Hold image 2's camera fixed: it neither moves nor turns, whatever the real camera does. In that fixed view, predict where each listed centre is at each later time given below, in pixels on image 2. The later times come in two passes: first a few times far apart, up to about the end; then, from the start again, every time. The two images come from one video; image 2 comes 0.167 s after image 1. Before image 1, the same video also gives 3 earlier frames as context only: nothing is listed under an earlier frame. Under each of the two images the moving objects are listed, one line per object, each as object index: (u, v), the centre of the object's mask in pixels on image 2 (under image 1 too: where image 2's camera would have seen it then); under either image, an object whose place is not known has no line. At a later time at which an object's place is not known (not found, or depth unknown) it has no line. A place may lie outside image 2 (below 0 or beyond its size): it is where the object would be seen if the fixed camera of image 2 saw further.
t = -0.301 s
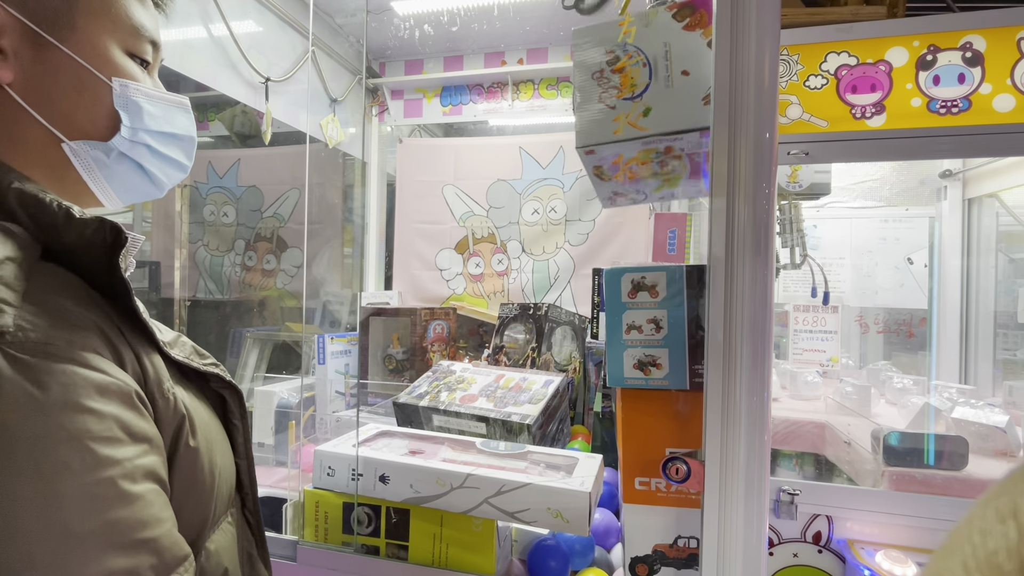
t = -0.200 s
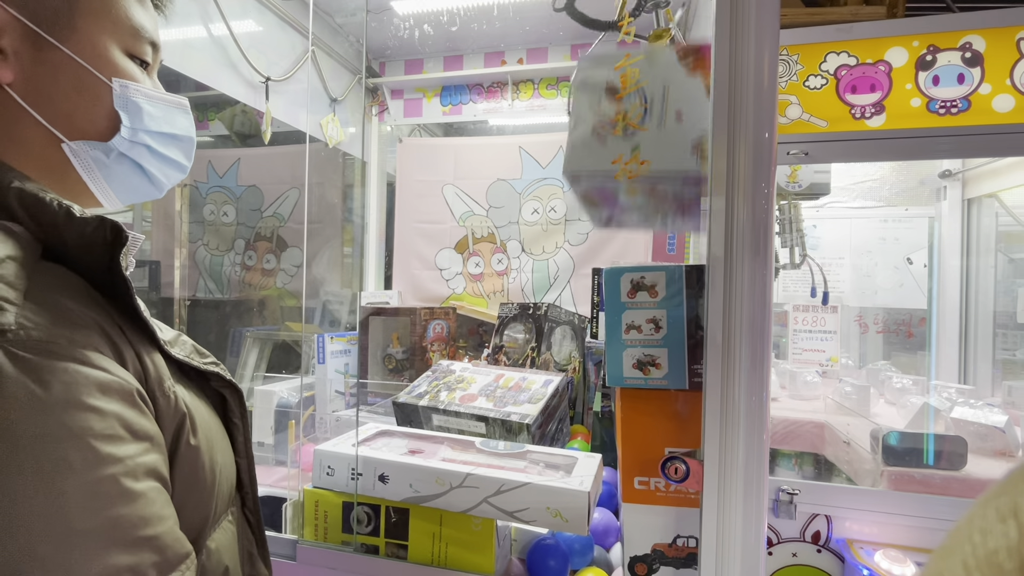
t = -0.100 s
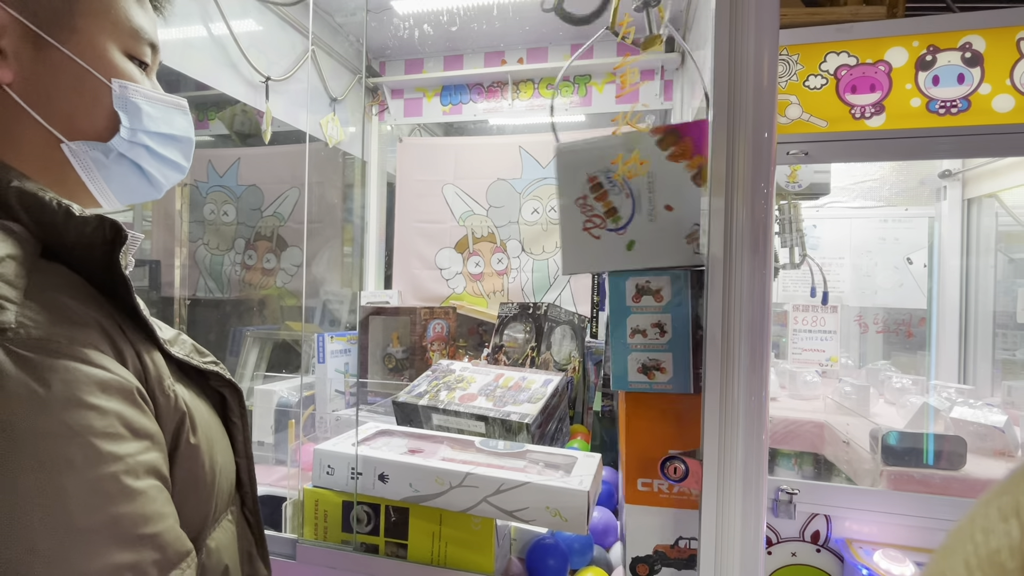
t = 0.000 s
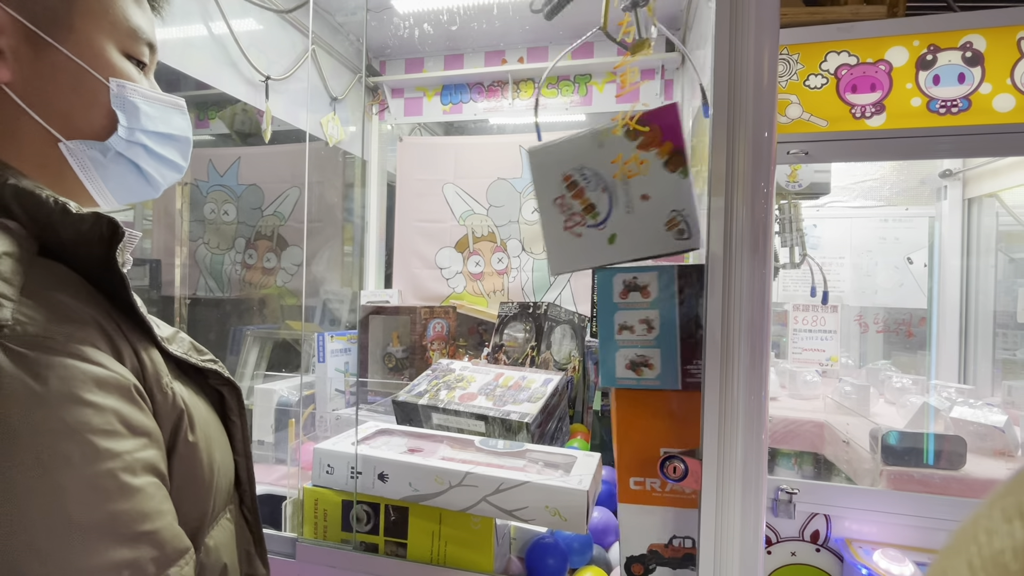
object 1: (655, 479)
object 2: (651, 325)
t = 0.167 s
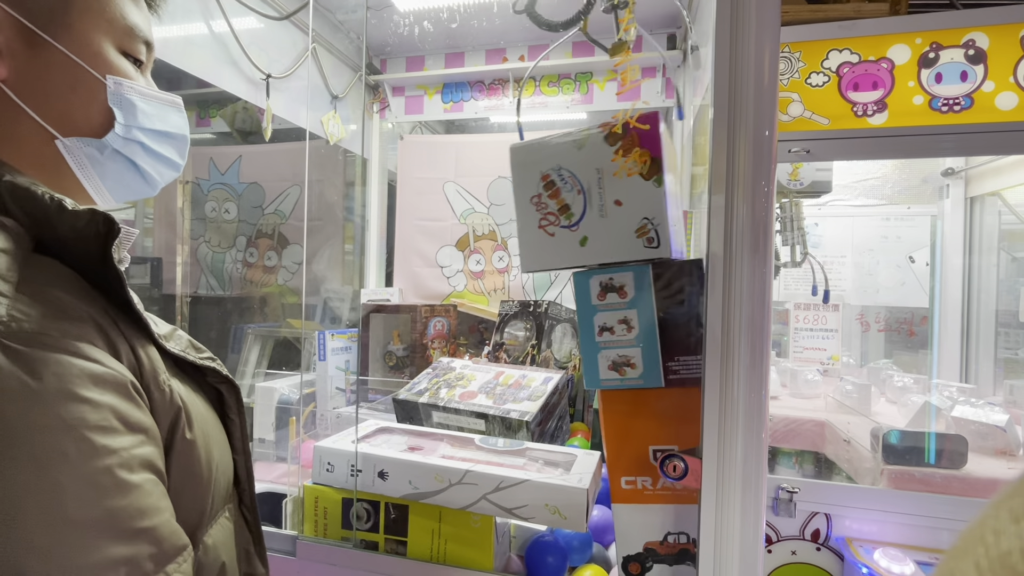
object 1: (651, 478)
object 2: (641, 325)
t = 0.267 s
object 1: (650, 477)
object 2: (637, 325)
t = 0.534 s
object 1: (648, 477)
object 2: (622, 326)
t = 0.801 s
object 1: (641, 479)
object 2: (599, 327)
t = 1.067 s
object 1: (629, 479)
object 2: (551, 335)
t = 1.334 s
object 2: (477, 371)
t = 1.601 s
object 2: (455, 381)
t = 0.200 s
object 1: (651, 478)
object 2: (641, 325)
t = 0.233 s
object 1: (650, 478)
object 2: (639, 325)
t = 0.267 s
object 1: (650, 477)
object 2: (637, 325)
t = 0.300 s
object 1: (650, 477)
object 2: (634, 325)
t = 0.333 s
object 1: (649, 477)
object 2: (632, 326)
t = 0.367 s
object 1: (649, 477)
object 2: (630, 326)
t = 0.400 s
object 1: (649, 476)
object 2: (629, 326)
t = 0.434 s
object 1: (649, 476)
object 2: (627, 326)
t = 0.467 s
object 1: (648, 476)
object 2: (626, 326)
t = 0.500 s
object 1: (648, 476)
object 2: (624, 326)
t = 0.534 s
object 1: (648, 477)
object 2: (622, 326)
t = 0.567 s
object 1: (647, 477)
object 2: (619, 326)
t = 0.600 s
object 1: (646, 477)
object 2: (617, 326)
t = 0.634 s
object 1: (646, 477)
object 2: (615, 326)
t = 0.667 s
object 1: (645, 478)
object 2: (612, 327)
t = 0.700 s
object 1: (644, 478)
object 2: (610, 327)
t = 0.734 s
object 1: (643, 478)
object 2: (606, 327)
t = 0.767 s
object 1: (642, 479)
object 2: (603, 327)
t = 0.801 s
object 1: (641, 479)
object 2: (599, 327)
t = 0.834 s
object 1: (640, 479)
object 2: (595, 328)
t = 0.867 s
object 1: (638, 479)
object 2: (590, 328)
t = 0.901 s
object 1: (636, 479)
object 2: (584, 329)
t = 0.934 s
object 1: (634, 480)
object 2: (578, 330)
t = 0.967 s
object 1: (632, 480)
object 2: (571, 331)
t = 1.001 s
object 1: (630, 481)
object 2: (563, 333)
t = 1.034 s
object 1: (629, 480)
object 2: (558, 333)
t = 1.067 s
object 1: (629, 479)
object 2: (551, 335)
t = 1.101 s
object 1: (629, 477)
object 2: (542, 338)
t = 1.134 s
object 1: (631, 475)
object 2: (534, 340)
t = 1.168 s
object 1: (632, 473)
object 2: (525, 344)
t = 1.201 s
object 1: (631, 470)
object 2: (514, 352)
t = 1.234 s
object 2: (505, 362)
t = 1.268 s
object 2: (496, 367)
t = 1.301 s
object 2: (487, 367)
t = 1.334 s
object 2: (477, 371)
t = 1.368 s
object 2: (471, 379)
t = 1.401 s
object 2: (463, 384)
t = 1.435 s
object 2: (459, 380)
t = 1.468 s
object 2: (455, 377)
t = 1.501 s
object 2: (453, 380)
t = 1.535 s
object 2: (452, 381)
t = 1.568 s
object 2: (453, 380)
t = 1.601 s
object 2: (455, 381)
